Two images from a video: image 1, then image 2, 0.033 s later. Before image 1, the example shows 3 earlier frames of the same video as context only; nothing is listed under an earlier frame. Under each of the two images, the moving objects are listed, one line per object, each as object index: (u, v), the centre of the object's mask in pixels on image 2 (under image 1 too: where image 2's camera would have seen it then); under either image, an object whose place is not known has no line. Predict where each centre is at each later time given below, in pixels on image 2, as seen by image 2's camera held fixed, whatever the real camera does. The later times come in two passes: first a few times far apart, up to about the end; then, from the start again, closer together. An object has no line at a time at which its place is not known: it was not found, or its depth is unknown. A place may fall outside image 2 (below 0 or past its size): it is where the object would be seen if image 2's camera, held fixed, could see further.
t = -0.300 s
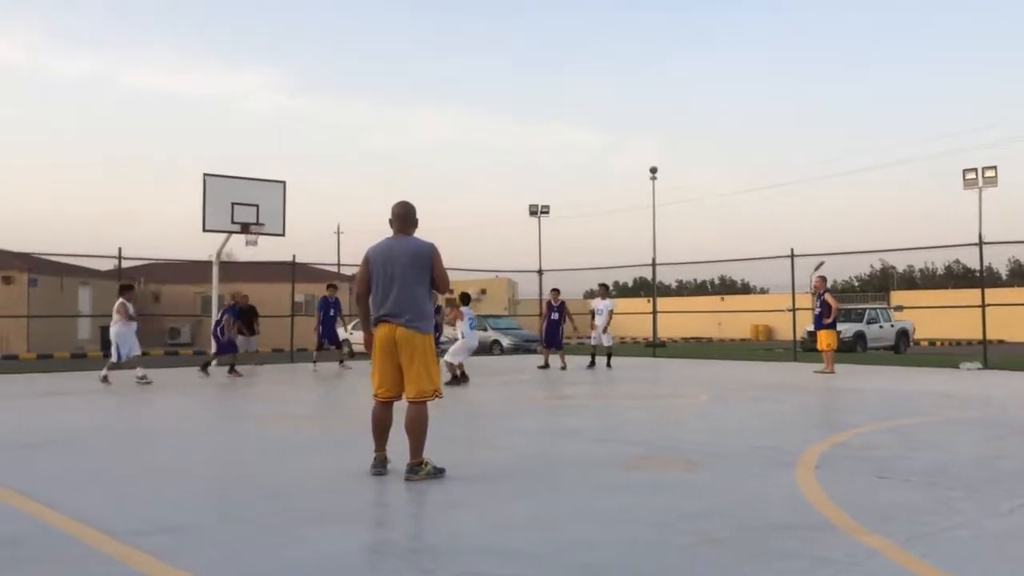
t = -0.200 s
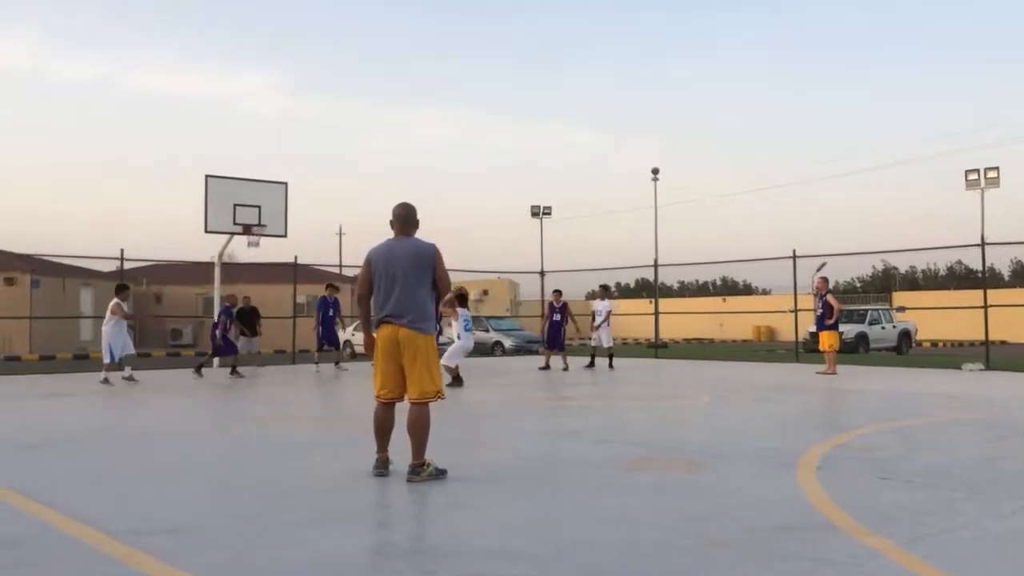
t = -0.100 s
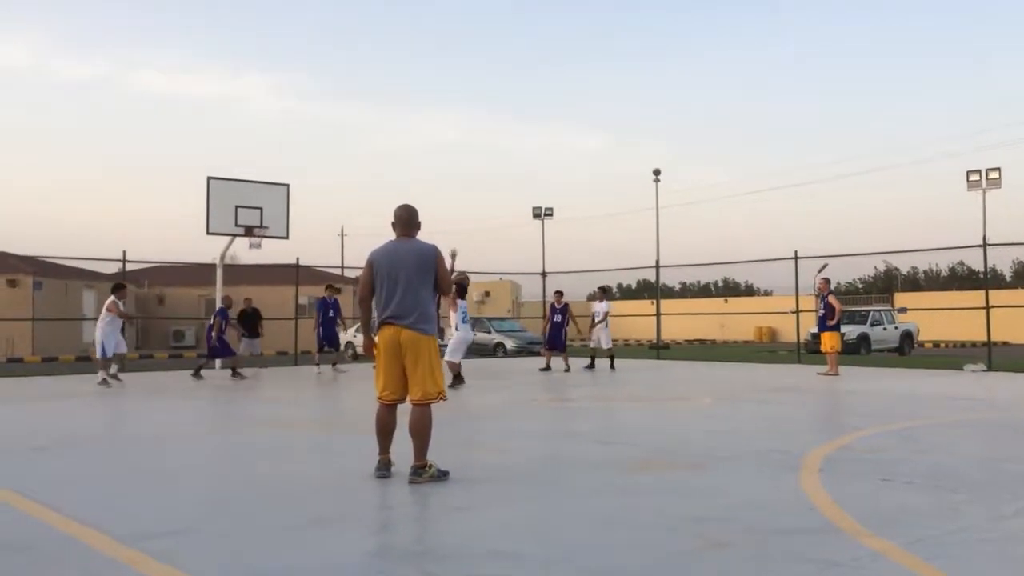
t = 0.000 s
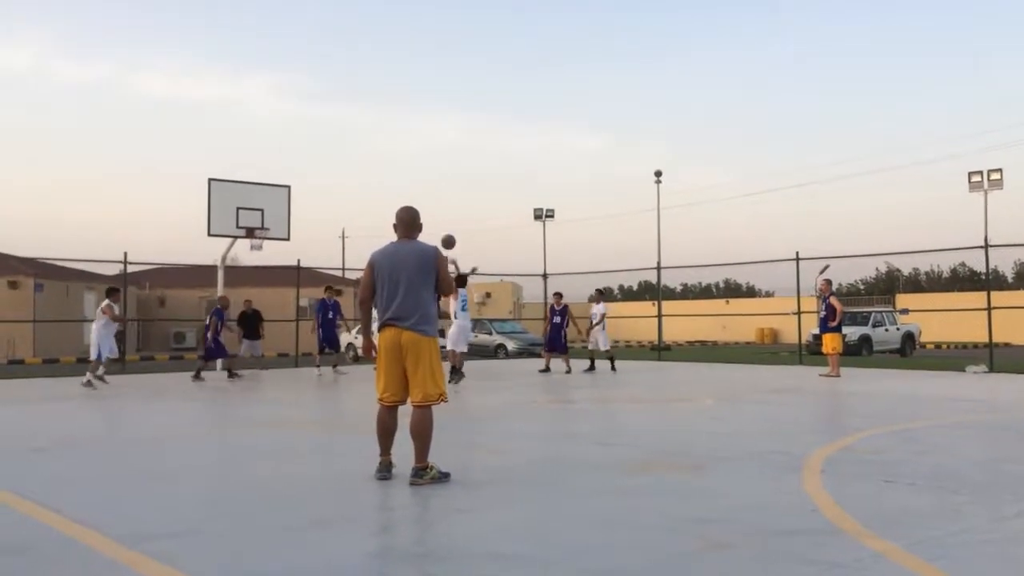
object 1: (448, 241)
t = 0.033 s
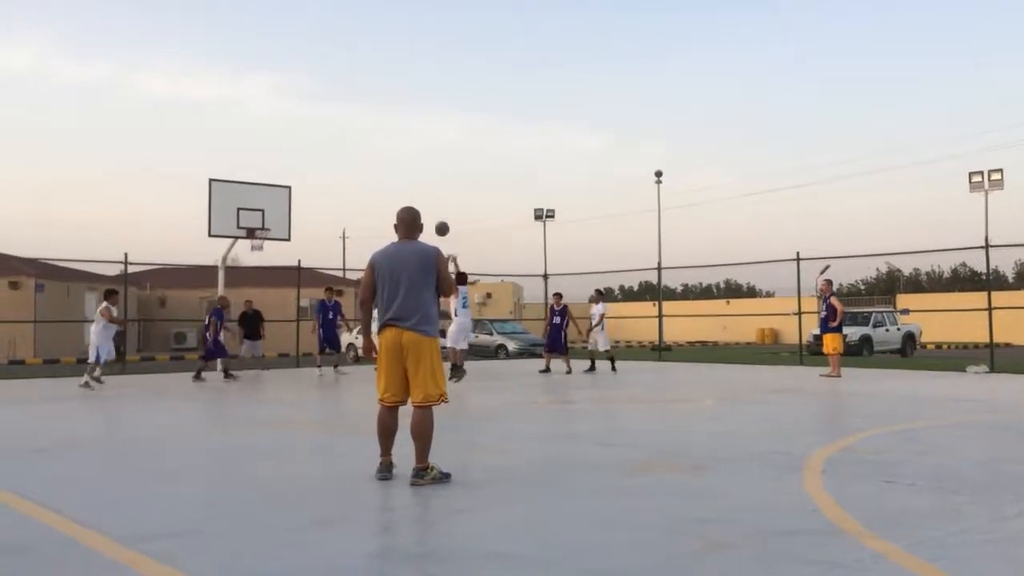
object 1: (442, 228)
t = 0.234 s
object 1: (402, 167)
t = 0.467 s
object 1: (361, 131)
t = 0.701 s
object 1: (325, 128)
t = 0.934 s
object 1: (293, 151)
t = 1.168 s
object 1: (263, 199)
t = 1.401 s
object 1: (257, 214)
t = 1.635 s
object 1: (283, 208)
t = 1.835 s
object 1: (307, 223)
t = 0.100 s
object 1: (428, 204)
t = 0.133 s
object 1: (422, 194)
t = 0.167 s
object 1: (415, 184)
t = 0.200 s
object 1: (409, 175)
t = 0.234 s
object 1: (402, 167)
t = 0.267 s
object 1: (396, 160)
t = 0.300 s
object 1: (390, 153)
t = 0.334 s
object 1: (384, 147)
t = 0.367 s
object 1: (378, 142)
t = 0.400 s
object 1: (373, 138)
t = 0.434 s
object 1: (367, 135)
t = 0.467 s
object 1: (361, 131)
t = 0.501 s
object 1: (356, 129)
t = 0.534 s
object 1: (350, 127)
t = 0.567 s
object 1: (345, 126)
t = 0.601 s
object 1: (340, 126)
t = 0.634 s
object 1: (335, 126)
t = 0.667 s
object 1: (330, 127)
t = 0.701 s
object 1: (325, 128)
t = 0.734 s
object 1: (320, 130)
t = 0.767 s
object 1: (315, 132)
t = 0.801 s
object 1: (311, 135)
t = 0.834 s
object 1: (307, 139)
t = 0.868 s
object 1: (302, 142)
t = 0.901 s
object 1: (298, 146)
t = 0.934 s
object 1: (293, 151)
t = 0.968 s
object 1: (290, 157)
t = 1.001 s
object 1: (285, 162)
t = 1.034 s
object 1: (280, 168)
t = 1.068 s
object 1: (275, 176)
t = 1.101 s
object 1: (271, 183)
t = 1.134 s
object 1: (267, 191)
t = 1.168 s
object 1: (263, 199)
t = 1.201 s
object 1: (259, 208)
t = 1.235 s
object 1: (255, 217)
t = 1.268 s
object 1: (252, 224)
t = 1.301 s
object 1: (252, 221)
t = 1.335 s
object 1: (252, 218)
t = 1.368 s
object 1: (253, 216)
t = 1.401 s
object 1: (257, 214)
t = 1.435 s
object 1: (260, 211)
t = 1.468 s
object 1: (264, 209)
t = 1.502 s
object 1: (267, 208)
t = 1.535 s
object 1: (272, 207)
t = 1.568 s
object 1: (276, 207)
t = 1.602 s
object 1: (279, 207)
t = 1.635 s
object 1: (283, 208)
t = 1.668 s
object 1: (287, 209)
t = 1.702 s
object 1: (291, 211)
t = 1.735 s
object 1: (296, 213)
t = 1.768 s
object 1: (299, 215)
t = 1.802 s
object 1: (303, 219)
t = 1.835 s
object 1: (307, 223)
